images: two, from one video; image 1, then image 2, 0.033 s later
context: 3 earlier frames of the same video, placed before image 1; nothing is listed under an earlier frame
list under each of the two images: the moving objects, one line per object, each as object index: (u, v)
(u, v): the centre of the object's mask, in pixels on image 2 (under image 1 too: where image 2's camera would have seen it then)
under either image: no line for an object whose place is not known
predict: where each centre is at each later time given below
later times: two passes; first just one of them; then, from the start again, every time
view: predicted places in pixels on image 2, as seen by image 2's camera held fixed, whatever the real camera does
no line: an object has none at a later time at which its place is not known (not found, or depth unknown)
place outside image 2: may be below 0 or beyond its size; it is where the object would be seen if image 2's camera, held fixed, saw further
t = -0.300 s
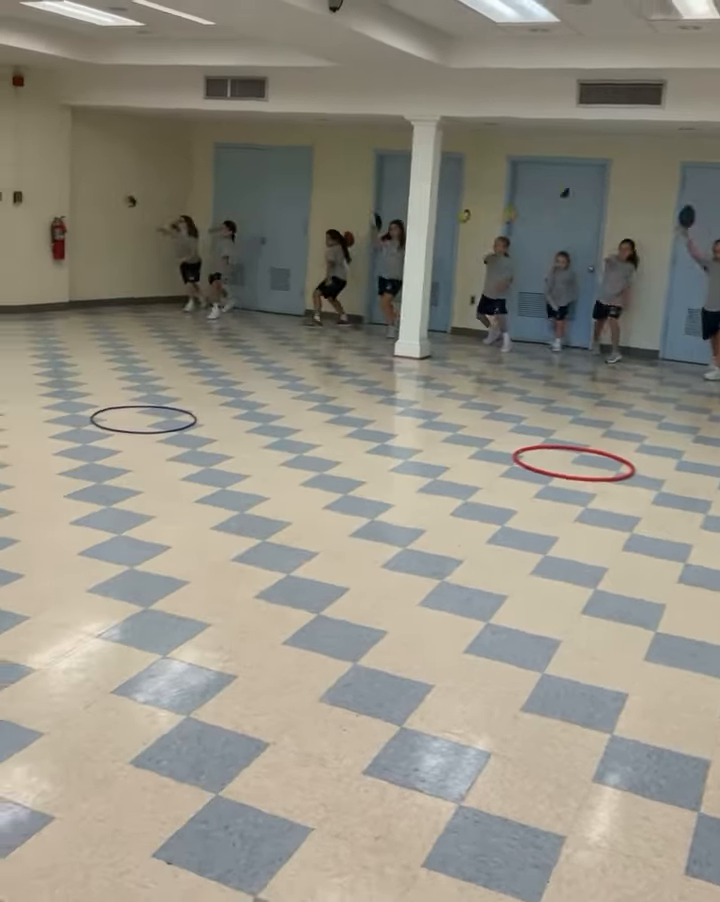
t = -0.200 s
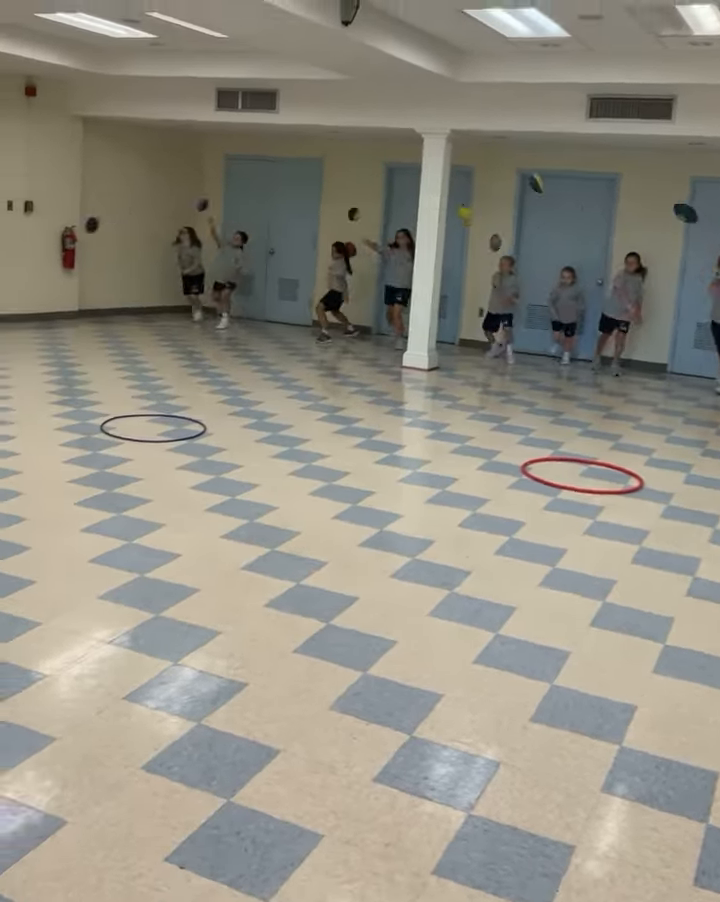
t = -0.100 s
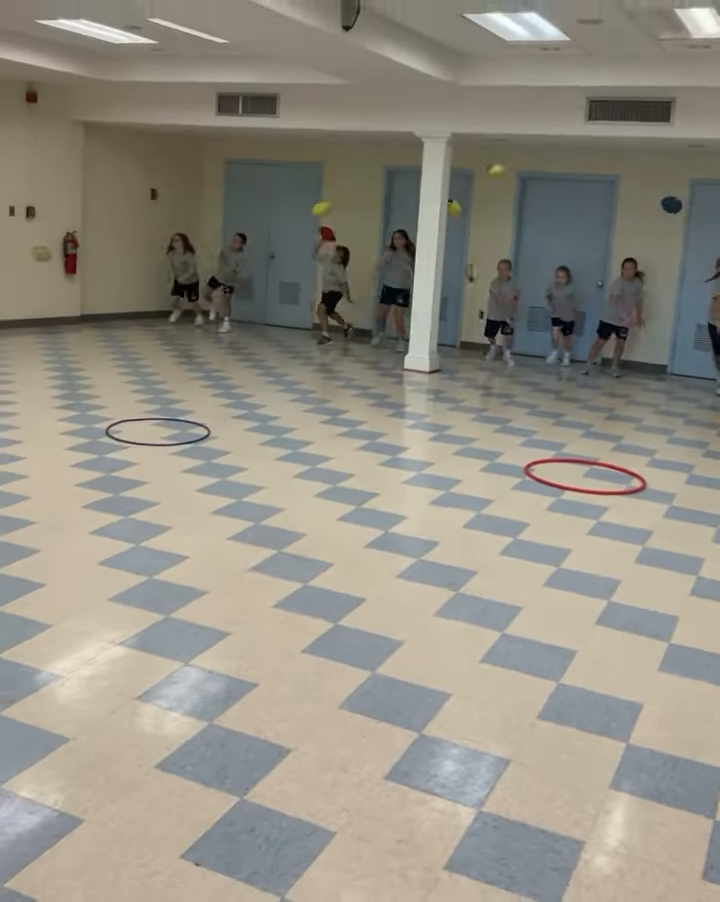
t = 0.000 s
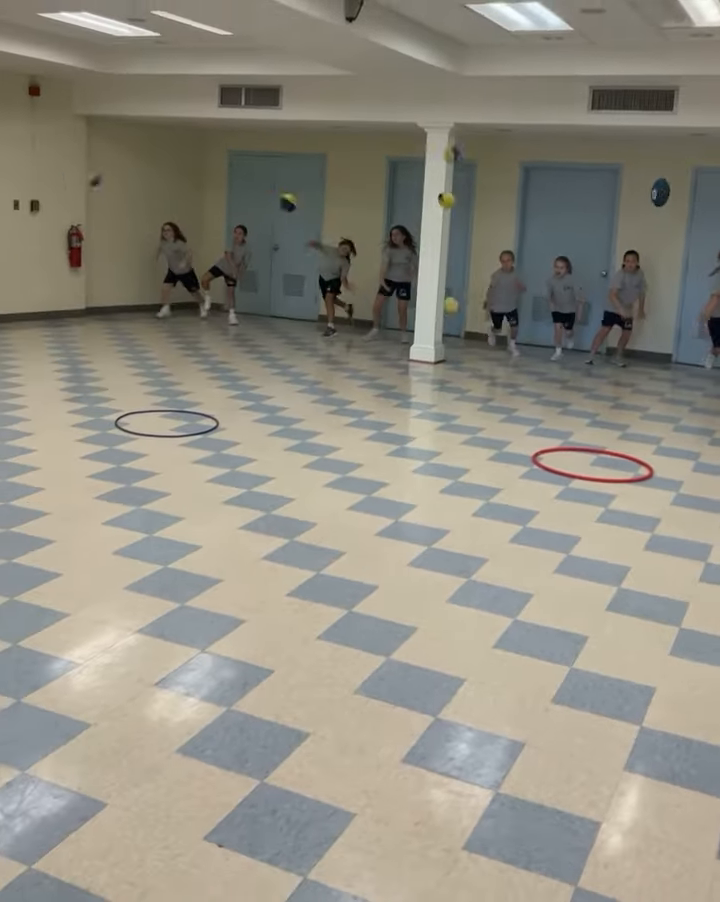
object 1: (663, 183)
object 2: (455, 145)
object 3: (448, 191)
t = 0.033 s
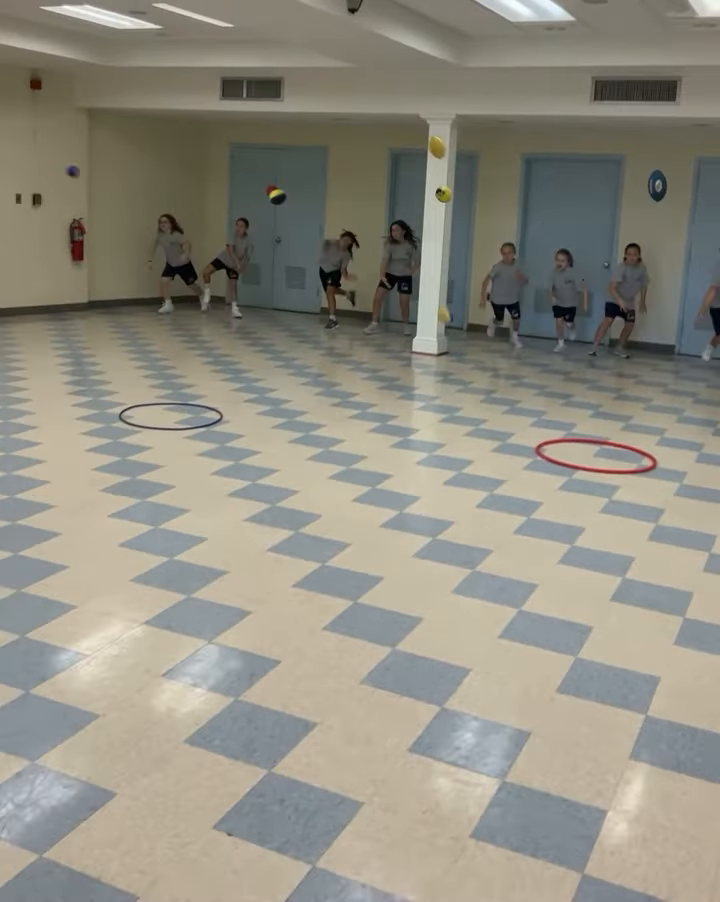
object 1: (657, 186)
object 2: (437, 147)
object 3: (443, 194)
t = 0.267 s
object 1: (608, 245)
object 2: (294, 193)
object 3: (400, 262)
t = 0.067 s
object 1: (651, 190)
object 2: (419, 147)
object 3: (438, 198)
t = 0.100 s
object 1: (645, 195)
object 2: (402, 151)
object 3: (432, 204)
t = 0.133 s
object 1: (638, 202)
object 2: (383, 154)
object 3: (426, 213)
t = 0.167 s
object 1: (631, 210)
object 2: (363, 160)
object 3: (420, 223)
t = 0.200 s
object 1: (625, 220)
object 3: (414, 235)
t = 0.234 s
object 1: (617, 232)
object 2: (318, 179)
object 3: (408, 247)
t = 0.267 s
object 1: (608, 245)
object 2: (294, 193)
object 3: (400, 262)
